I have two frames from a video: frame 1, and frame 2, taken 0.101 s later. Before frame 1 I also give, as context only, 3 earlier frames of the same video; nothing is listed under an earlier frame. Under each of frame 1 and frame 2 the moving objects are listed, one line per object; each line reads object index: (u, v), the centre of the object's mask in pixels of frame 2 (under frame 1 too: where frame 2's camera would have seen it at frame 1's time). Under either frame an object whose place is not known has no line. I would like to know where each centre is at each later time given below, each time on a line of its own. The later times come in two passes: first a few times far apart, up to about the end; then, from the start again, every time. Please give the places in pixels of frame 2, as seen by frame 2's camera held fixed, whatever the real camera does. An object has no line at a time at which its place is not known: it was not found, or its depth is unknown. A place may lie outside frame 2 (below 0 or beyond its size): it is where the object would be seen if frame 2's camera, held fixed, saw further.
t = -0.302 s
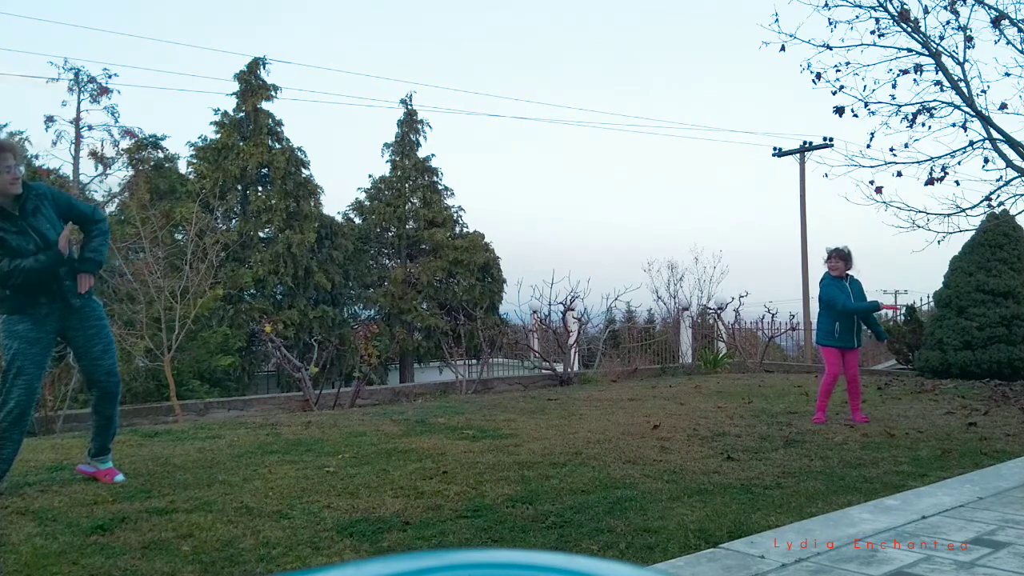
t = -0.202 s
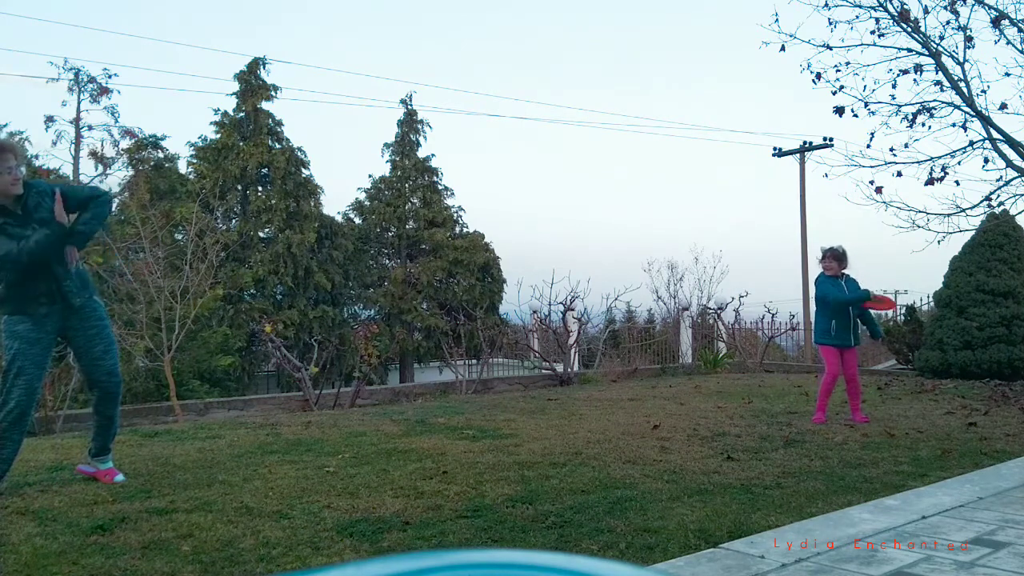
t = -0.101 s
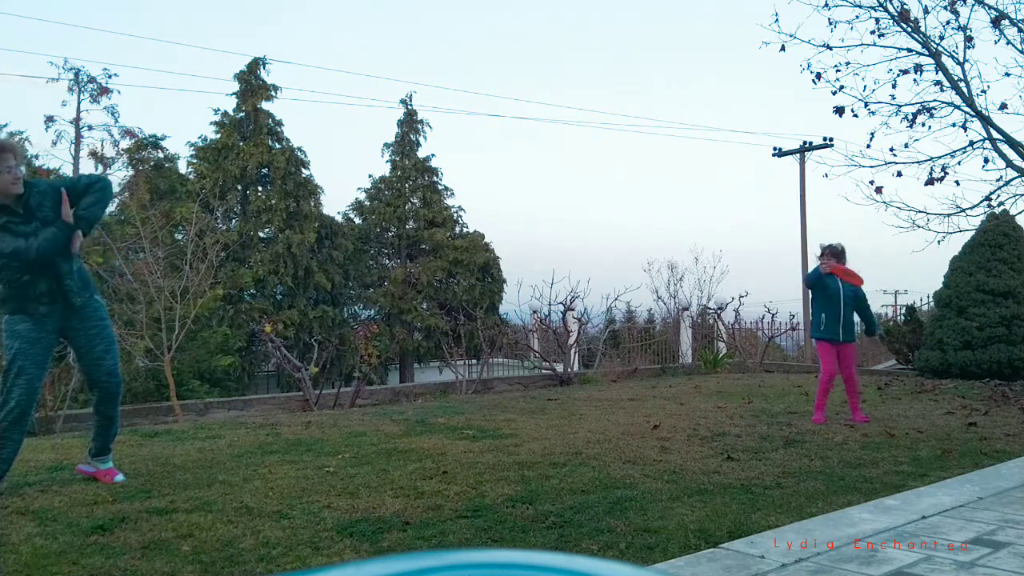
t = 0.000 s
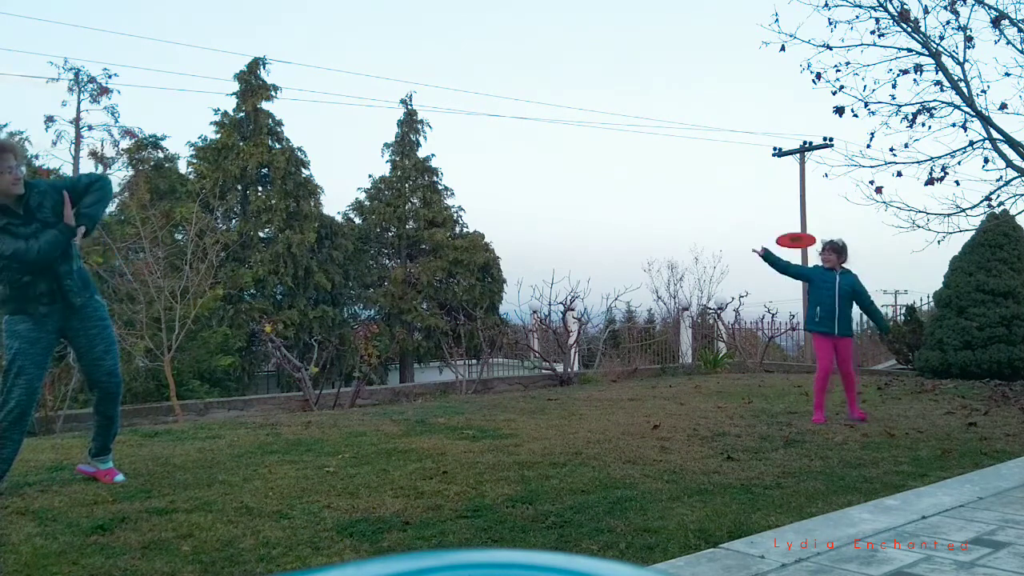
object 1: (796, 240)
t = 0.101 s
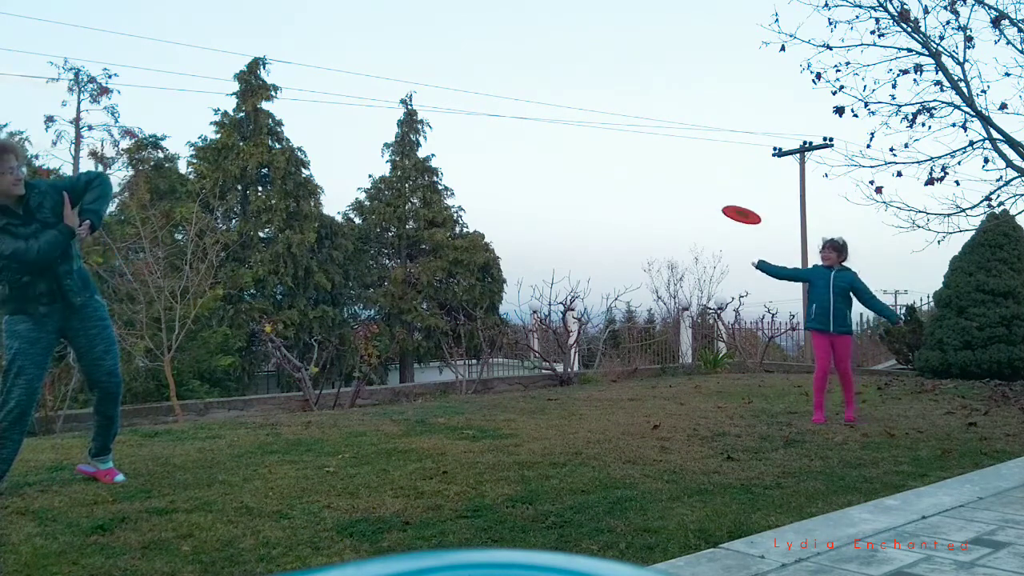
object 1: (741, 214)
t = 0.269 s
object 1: (647, 187)
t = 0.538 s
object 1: (491, 174)
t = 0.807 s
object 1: (341, 192)
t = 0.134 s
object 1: (724, 208)
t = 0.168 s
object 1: (705, 202)
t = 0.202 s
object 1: (686, 196)
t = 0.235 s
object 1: (667, 192)
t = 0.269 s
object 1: (647, 187)
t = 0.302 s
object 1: (628, 184)
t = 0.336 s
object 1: (609, 181)
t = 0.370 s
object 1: (589, 179)
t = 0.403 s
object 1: (569, 177)
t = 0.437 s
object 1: (550, 175)
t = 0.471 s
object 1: (531, 174)
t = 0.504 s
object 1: (511, 174)
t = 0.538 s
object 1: (491, 174)
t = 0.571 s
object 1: (472, 175)
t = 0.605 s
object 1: (453, 176)
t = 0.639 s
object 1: (432, 177)
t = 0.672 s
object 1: (413, 179)
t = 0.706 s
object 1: (396, 182)
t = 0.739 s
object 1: (378, 185)
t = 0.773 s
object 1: (360, 189)
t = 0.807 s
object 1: (341, 192)
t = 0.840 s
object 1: (321, 195)
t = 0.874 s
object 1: (304, 201)
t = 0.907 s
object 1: (287, 208)
